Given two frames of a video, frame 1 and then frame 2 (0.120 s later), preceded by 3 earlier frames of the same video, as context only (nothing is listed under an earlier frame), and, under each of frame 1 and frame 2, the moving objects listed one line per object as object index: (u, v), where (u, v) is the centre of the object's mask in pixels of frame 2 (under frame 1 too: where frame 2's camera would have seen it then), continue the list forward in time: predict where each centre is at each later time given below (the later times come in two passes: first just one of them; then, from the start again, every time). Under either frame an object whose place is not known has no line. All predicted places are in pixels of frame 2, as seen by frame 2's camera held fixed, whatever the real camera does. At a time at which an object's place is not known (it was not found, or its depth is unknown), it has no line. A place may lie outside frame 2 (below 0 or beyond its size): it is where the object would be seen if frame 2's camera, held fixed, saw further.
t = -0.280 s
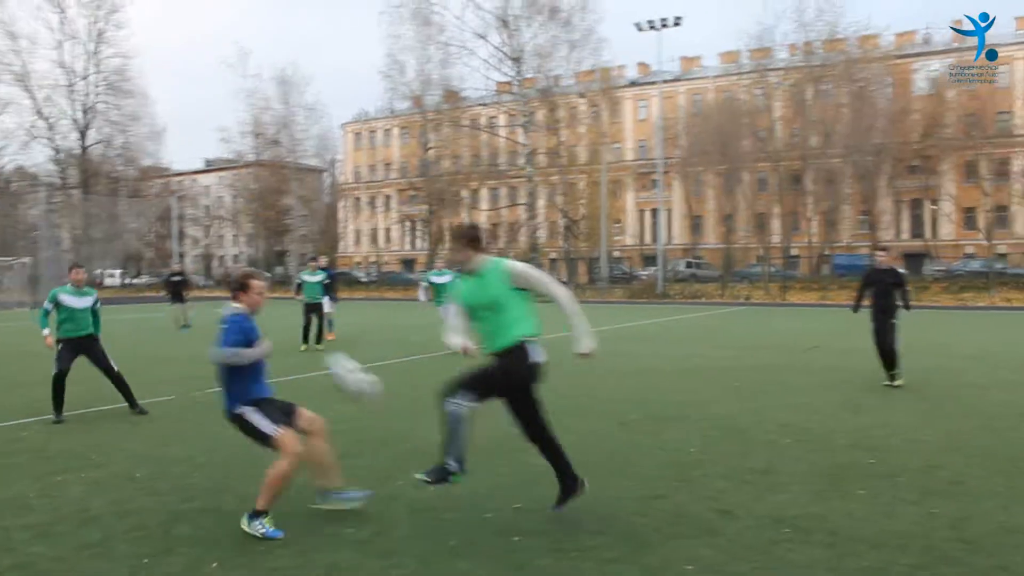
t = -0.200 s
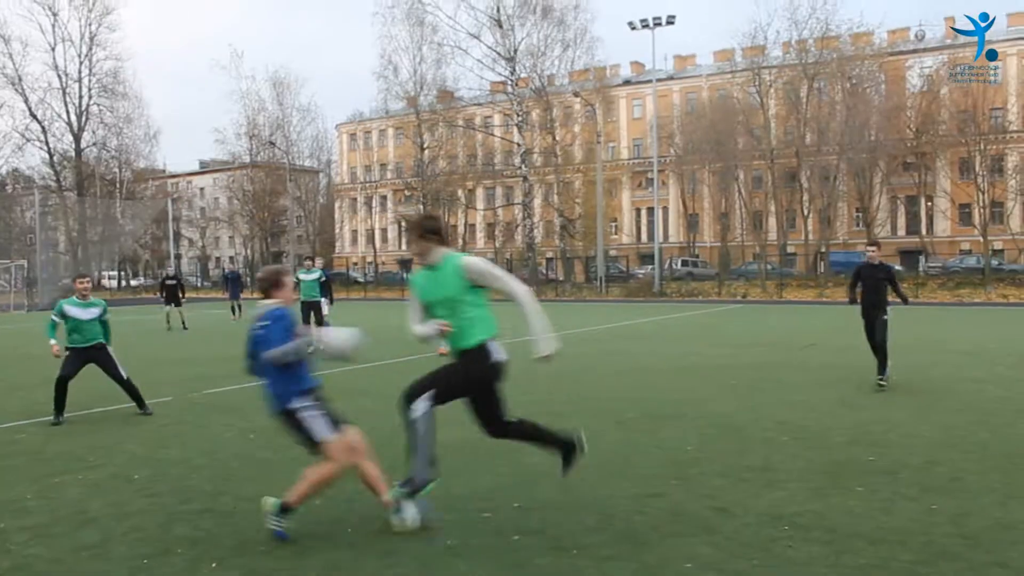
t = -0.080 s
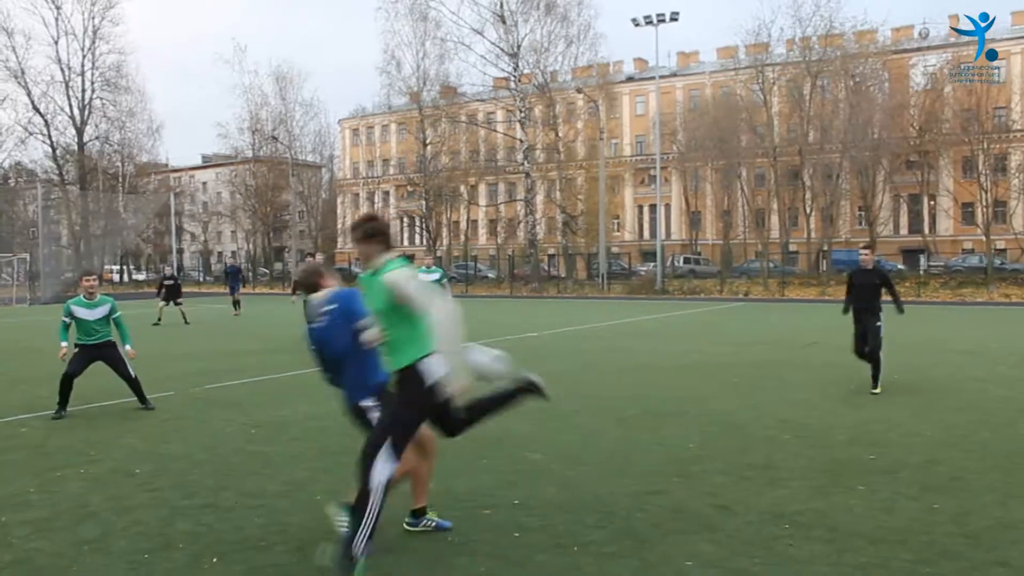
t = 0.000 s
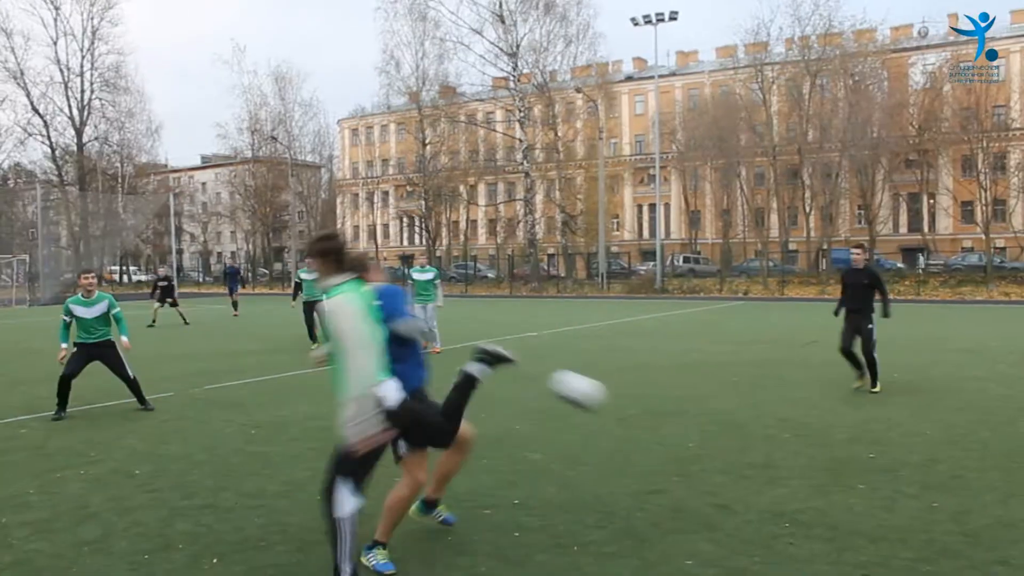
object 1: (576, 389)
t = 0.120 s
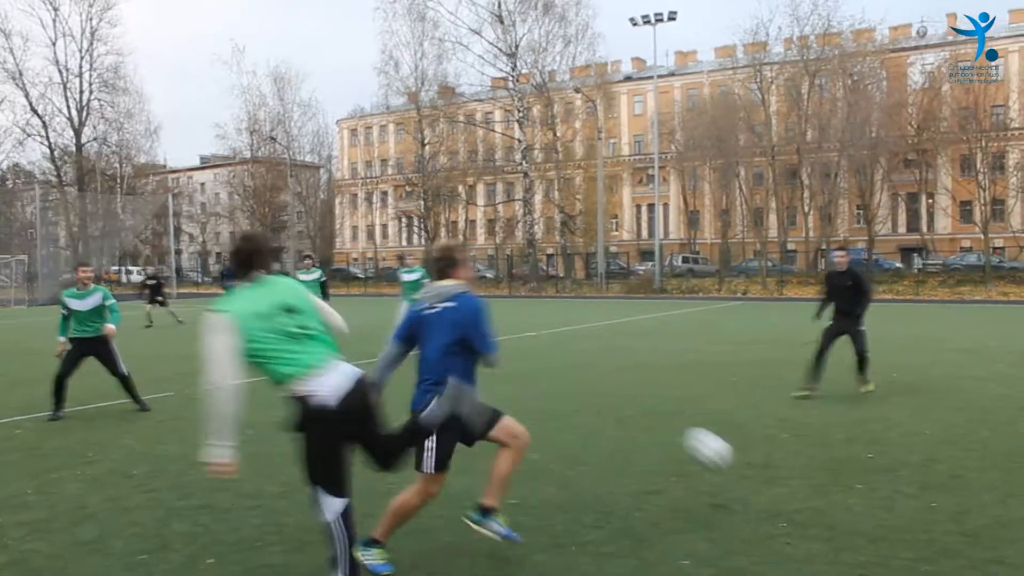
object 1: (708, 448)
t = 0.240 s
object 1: (814, 455)
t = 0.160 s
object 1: (753, 474)
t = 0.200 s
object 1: (788, 477)
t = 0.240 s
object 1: (814, 455)
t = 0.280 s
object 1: (839, 436)
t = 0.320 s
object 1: (864, 421)
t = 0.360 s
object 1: (890, 406)
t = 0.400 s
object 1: (913, 395)
